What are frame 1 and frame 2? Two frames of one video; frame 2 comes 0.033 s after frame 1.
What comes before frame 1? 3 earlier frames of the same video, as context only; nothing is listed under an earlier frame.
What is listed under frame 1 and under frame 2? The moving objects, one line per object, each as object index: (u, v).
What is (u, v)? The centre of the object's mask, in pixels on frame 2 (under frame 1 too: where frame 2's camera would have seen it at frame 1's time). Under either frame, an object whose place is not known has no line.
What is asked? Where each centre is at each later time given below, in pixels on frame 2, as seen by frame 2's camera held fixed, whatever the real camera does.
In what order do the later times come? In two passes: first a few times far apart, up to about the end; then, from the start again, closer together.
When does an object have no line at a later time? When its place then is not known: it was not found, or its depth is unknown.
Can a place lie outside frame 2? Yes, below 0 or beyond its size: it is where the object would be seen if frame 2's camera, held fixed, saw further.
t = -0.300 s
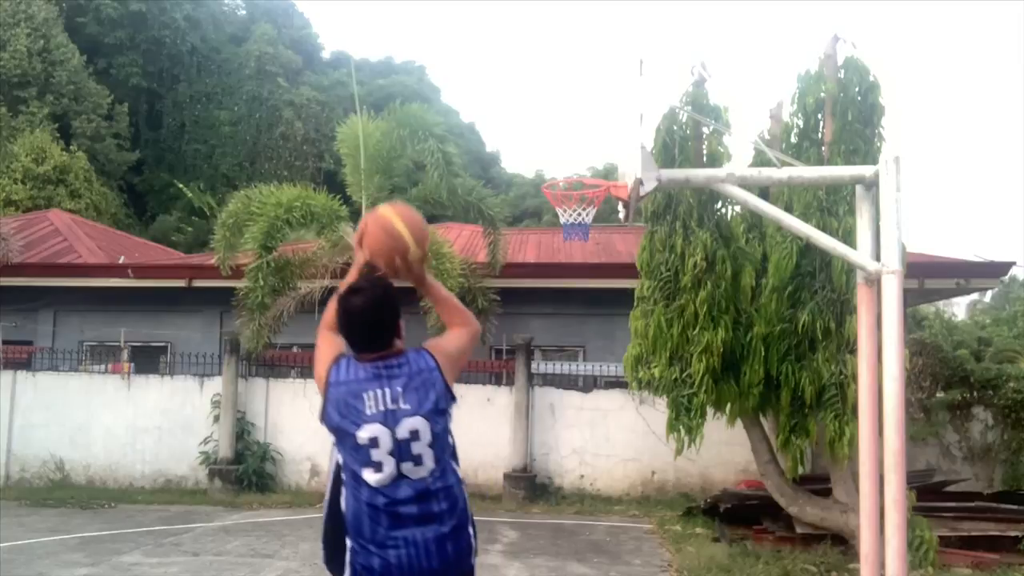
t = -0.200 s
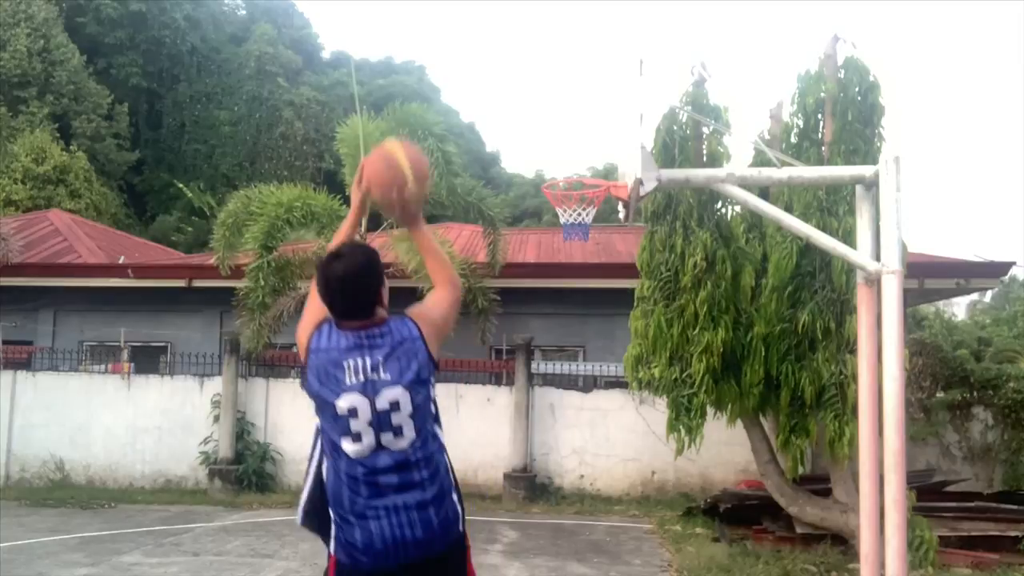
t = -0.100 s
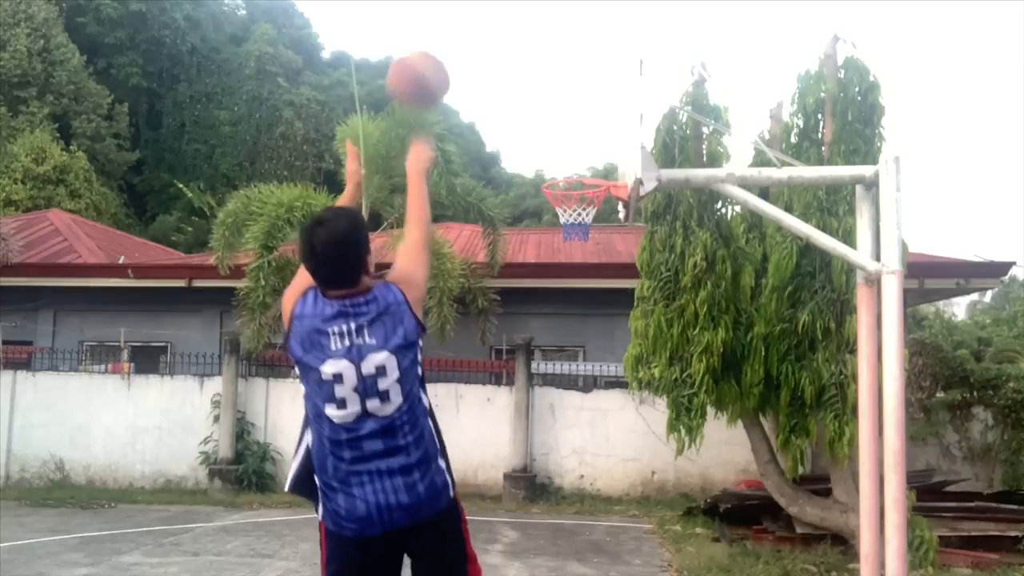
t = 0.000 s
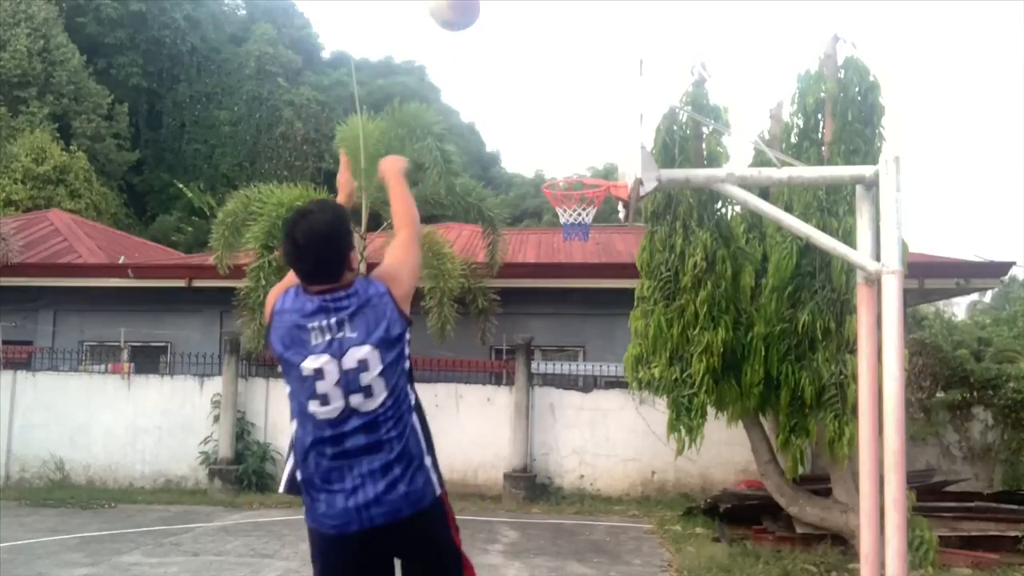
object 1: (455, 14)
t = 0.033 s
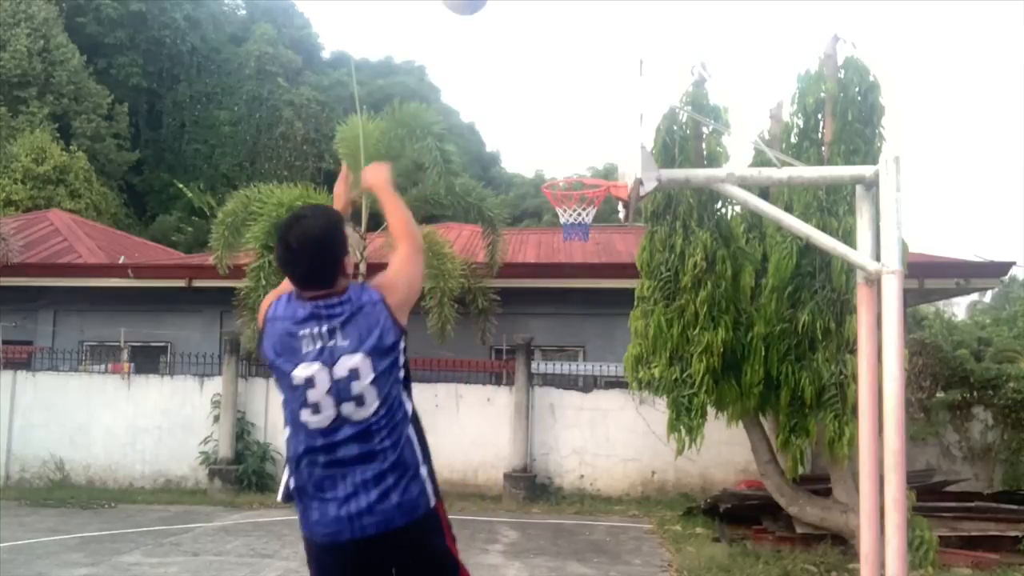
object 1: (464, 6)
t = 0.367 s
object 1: (532, 2)
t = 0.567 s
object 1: (561, 71)
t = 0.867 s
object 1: (583, 230)
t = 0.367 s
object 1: (532, 2)
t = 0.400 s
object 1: (538, 7)
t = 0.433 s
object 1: (543, 12)
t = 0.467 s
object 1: (548, 23)
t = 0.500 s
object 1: (553, 38)
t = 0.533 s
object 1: (557, 55)
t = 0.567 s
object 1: (561, 71)
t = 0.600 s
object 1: (565, 89)
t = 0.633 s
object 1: (568, 108)
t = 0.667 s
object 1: (572, 128)
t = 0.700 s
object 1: (575, 150)
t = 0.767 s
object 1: (583, 194)
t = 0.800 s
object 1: (584, 213)
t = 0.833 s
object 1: (584, 221)
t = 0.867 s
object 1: (583, 230)
